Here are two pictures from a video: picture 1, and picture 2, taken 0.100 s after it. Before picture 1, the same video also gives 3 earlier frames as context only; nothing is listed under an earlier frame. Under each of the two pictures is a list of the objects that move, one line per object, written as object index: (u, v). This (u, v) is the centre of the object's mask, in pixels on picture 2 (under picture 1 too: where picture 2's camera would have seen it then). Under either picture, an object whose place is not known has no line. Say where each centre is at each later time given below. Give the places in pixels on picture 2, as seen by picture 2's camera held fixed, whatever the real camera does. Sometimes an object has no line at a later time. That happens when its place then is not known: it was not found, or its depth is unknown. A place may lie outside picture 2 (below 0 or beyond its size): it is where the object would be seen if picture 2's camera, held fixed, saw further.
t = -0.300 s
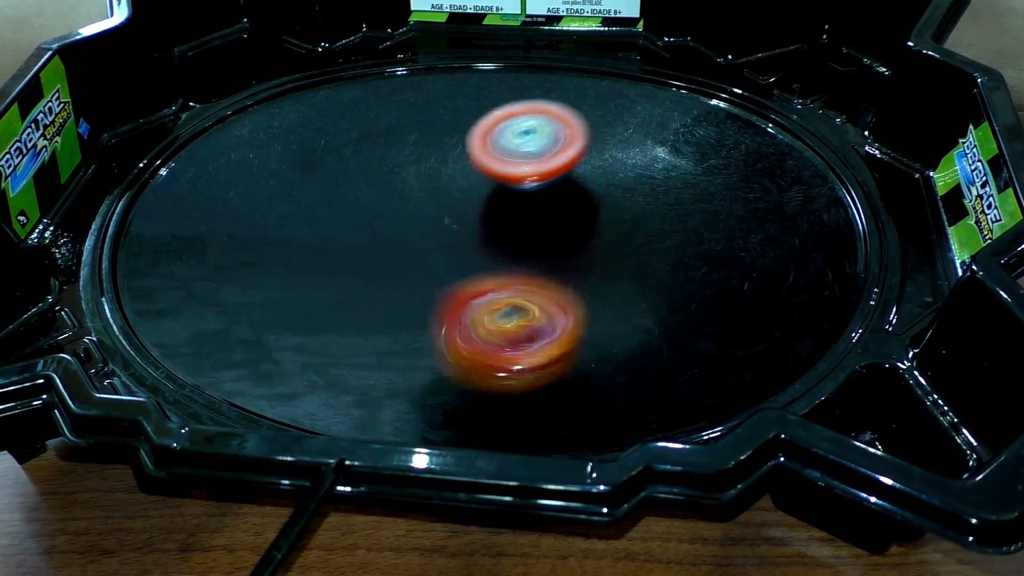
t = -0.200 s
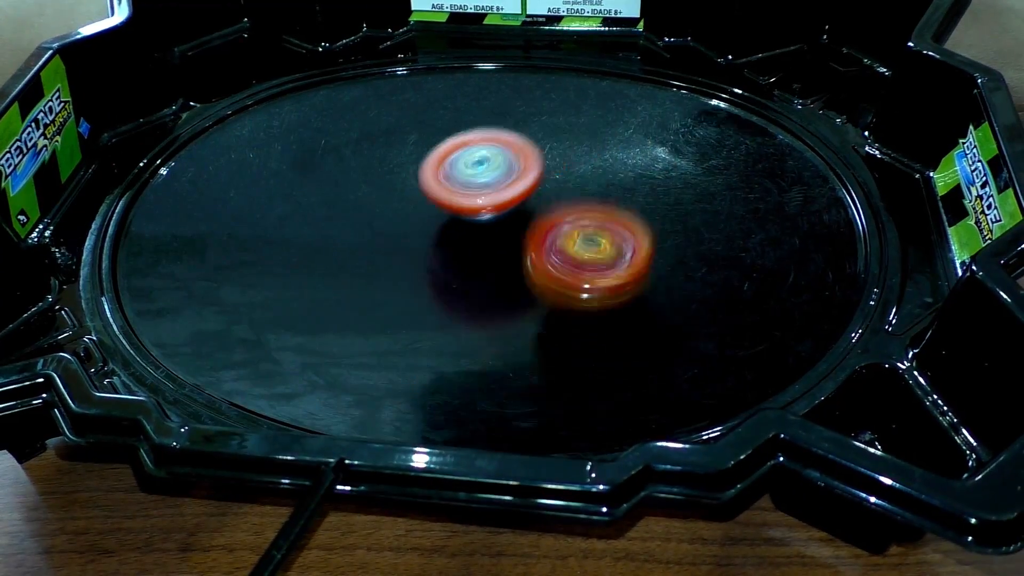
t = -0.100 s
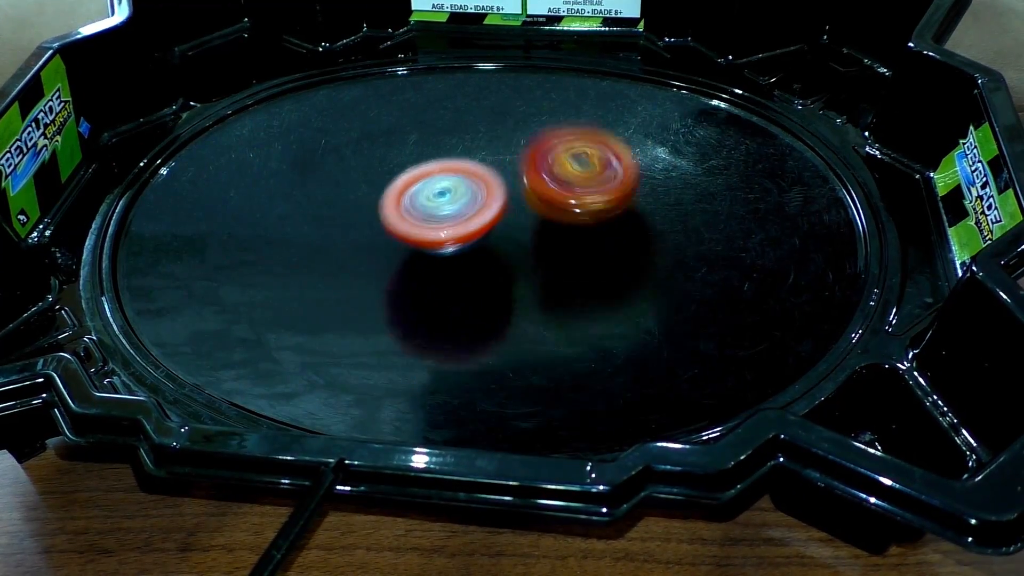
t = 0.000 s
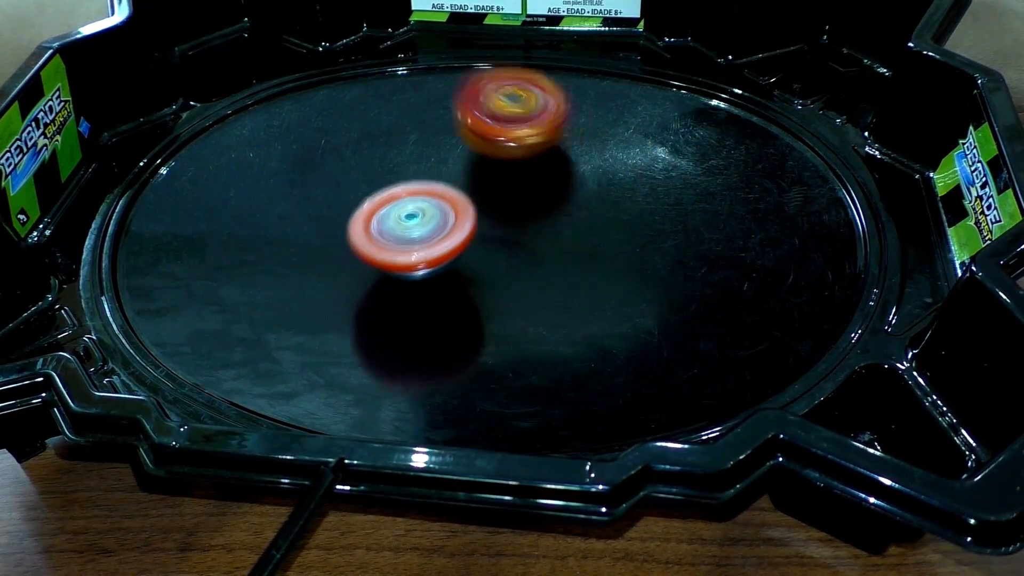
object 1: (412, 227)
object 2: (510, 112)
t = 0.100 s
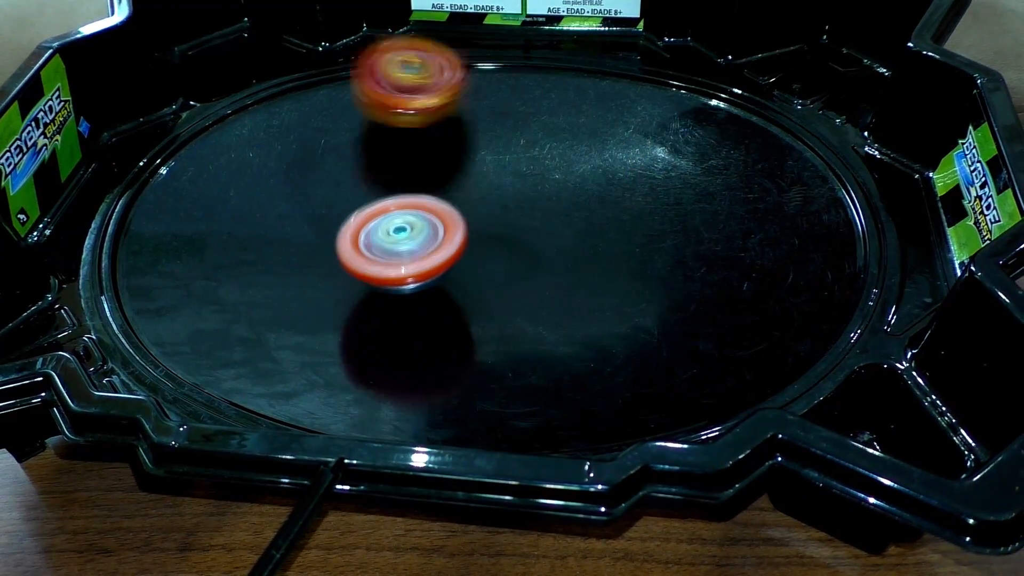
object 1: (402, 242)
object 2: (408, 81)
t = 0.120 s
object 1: (401, 243)
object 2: (386, 79)
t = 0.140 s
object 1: (402, 245)
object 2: (365, 79)
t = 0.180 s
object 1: (404, 246)
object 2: (323, 82)
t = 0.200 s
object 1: (406, 246)
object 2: (303, 86)
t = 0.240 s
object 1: (410, 245)
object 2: (268, 97)
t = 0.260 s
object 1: (413, 244)
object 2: (251, 105)
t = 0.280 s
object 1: (416, 243)
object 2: (235, 113)
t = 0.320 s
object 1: (423, 239)
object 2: (212, 134)
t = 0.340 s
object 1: (427, 236)
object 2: (201, 145)
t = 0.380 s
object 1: (435, 233)
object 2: (188, 176)
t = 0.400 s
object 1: (439, 231)
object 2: (188, 191)
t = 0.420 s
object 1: (443, 229)
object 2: (191, 207)
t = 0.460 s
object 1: (449, 225)
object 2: (206, 239)
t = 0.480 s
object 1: (451, 225)
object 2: (220, 253)
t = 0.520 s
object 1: (453, 225)
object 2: (260, 277)
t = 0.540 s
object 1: (454, 225)
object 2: (283, 286)
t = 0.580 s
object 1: (454, 226)
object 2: (339, 301)
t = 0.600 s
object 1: (454, 226)
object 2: (368, 305)
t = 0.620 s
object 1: (452, 225)
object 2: (397, 308)
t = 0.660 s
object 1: (452, 217)
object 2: (454, 311)
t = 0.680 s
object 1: (452, 214)
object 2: (480, 308)
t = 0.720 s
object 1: (452, 209)
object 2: (533, 297)
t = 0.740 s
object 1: (451, 206)
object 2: (558, 289)
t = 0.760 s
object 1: (449, 203)
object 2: (579, 281)
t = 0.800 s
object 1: (444, 197)
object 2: (618, 258)
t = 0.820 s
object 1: (441, 195)
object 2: (632, 247)
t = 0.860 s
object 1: (436, 191)
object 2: (654, 219)
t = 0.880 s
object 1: (432, 191)
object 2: (661, 205)
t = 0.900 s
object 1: (429, 190)
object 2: (663, 192)
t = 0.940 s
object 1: (422, 191)
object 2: (661, 165)
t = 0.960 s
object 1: (419, 192)
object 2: (656, 153)
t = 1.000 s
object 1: (413, 194)
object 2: (640, 131)
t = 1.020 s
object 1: (411, 196)
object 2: (629, 121)
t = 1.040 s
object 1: (408, 198)
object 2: (615, 113)
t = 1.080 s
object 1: (404, 202)
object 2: (583, 101)
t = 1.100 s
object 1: (403, 205)
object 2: (564, 96)
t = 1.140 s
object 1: (400, 209)
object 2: (525, 93)
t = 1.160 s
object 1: (400, 211)
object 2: (506, 92)
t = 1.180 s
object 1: (400, 213)
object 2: (485, 94)
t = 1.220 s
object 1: (400, 216)
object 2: (447, 101)
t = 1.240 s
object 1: (401, 217)
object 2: (427, 108)
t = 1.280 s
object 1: (403, 219)
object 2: (392, 122)
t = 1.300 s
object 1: (404, 220)
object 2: (376, 131)
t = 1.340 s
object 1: (407, 223)
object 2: (344, 149)
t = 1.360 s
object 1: (412, 230)
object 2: (329, 157)
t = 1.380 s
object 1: (417, 236)
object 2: (314, 163)
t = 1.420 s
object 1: (428, 247)
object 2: (288, 176)
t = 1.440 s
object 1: (433, 250)
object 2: (277, 185)
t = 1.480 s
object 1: (445, 254)
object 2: (265, 204)
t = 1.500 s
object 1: (451, 255)
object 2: (261, 216)
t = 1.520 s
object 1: (456, 255)
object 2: (261, 227)
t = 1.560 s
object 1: (466, 252)
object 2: (271, 249)
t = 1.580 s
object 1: (472, 250)
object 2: (281, 260)
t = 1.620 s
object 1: (482, 243)
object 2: (309, 275)
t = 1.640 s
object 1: (486, 240)
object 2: (327, 282)
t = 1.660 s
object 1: (491, 236)
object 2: (348, 287)
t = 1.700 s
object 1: (498, 229)
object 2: (389, 291)
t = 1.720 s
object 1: (504, 223)
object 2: (407, 293)
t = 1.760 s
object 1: (536, 203)
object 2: (422, 303)
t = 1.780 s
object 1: (552, 192)
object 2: (431, 306)
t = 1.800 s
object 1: (565, 183)
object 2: (442, 308)
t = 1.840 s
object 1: (586, 166)
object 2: (466, 307)
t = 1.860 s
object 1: (593, 160)
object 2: (476, 305)
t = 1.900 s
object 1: (602, 152)
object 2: (494, 295)
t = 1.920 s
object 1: (604, 149)
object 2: (501, 289)
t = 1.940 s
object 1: (605, 148)
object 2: (505, 282)
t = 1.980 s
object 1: (603, 148)
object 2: (507, 267)
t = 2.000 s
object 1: (601, 149)
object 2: (505, 259)
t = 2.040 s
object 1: (594, 152)
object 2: (496, 242)
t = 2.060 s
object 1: (591, 155)
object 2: (487, 234)
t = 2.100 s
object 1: (583, 159)
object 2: (464, 221)
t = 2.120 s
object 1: (579, 161)
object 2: (451, 215)
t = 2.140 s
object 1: (574, 163)
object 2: (439, 209)
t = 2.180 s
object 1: (565, 167)
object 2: (413, 199)
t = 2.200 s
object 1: (561, 169)
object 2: (398, 197)
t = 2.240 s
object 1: (552, 174)
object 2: (368, 195)
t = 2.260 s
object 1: (548, 175)
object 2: (352, 196)
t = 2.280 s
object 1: (544, 177)
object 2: (339, 197)
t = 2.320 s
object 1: (536, 181)
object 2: (311, 203)
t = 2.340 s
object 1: (533, 182)
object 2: (300, 206)
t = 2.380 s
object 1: (526, 185)
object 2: (283, 218)
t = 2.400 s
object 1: (523, 186)
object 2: (277, 224)
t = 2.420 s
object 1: (520, 187)
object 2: (274, 231)
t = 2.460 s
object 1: (515, 190)
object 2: (278, 245)
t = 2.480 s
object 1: (512, 191)
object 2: (284, 250)
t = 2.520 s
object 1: (508, 192)
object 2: (305, 260)
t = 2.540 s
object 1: (505, 193)
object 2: (319, 263)
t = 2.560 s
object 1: (503, 194)
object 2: (334, 264)
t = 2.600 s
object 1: (500, 195)
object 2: (363, 262)
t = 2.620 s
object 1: (499, 195)
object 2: (379, 259)
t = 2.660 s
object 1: (510, 190)
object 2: (387, 254)
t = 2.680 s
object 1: (547, 173)
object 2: (356, 261)
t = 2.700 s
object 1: (583, 156)
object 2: (327, 269)
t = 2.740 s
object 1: (646, 123)
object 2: (278, 281)
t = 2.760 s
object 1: (674, 107)
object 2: (262, 286)
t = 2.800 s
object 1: (723, 80)
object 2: (231, 298)
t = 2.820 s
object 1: (742, 69)
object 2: (215, 303)
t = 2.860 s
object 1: (760, 57)
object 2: (189, 313)
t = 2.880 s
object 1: (767, 60)
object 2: (175, 317)
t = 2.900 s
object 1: (772, 64)
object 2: (172, 317)
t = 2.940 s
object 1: (785, 61)
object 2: (181, 314)
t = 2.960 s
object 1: (789, 62)
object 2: (180, 313)
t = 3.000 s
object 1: (793, 64)
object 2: (173, 312)
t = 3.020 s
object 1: (793, 65)
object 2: (170, 312)
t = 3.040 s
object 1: (792, 66)
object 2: (170, 312)
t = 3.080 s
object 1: (787, 69)
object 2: (174, 309)
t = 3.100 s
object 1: (784, 70)
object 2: (178, 305)
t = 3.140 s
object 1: (777, 72)
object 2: (186, 298)
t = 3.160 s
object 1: (772, 74)
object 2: (191, 292)
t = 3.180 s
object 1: (766, 78)
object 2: (197, 286)
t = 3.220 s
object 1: (745, 91)
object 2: (210, 273)
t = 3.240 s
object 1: (733, 98)
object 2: (216, 267)
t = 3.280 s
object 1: (706, 112)
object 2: (230, 252)
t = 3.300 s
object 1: (692, 119)
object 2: (238, 244)
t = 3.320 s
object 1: (676, 127)
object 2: (244, 236)
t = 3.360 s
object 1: (643, 144)
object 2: (255, 219)
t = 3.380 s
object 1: (626, 152)
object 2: (260, 212)
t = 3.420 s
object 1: (590, 169)
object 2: (267, 195)
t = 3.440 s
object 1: (572, 177)
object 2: (271, 187)
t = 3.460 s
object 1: (554, 185)
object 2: (273, 179)
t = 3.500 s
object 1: (519, 200)
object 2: (279, 164)
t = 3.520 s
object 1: (501, 206)
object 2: (281, 156)
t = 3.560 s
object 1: (469, 218)
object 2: (287, 142)
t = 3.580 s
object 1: (454, 223)
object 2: (288, 137)
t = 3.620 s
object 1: (427, 232)
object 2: (293, 127)
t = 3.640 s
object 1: (415, 236)
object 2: (295, 122)
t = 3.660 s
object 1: (403, 238)
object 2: (298, 118)
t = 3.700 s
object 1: (386, 244)
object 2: (303, 111)
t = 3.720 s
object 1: (380, 247)
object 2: (306, 107)
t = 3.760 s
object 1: (372, 251)
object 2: (313, 103)
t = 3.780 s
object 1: (369, 253)
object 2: (318, 101)
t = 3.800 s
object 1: (368, 255)
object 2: (320, 101)
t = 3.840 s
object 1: (368, 258)
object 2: (329, 101)
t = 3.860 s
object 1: (369, 260)
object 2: (335, 102)
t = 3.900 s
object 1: (372, 262)
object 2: (345, 106)
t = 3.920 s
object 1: (375, 263)
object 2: (351, 108)
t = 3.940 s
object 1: (377, 263)
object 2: (359, 112)
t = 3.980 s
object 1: (382, 263)
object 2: (376, 121)
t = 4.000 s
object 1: (385, 263)
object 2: (385, 124)
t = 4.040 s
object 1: (391, 263)
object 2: (405, 132)
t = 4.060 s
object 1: (395, 263)
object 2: (415, 136)
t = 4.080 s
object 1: (398, 262)
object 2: (428, 140)
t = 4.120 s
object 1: (405, 260)
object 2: (452, 148)
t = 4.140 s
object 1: (408, 260)
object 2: (463, 152)
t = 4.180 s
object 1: (414, 258)
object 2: (487, 158)
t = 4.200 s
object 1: (417, 258)
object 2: (499, 161)
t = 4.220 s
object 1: (420, 257)
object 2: (511, 164)
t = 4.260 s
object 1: (425, 256)
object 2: (536, 170)
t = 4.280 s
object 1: (427, 255)
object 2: (549, 172)
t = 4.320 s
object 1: (431, 253)
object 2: (572, 176)
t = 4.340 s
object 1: (433, 252)
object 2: (583, 178)
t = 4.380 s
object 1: (435, 251)
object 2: (604, 181)
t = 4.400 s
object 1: (436, 250)
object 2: (615, 183)
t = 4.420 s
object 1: (436, 249)
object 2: (625, 184)
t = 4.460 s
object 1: (437, 247)
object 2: (645, 187)
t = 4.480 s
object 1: (436, 246)
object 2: (655, 188)
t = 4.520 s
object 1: (435, 245)
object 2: (672, 189)
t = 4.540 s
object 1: (434, 244)
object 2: (679, 189)
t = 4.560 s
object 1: (432, 243)
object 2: (685, 190)
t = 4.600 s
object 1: (429, 241)
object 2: (697, 190)
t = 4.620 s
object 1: (427, 240)
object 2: (701, 191)
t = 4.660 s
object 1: (423, 239)
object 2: (703, 191)
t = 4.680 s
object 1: (421, 238)
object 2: (703, 192)
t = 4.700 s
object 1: (419, 237)
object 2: (702, 192)
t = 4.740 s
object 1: (415, 235)
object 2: (695, 195)
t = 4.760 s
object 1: (413, 234)
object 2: (689, 197)
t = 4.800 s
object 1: (410, 232)
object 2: (675, 201)
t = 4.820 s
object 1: (408, 231)
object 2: (667, 204)
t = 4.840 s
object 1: (407, 230)
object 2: (660, 207)
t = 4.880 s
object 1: (405, 228)
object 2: (638, 214)
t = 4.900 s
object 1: (403, 227)
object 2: (626, 219)
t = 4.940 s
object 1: (400, 225)
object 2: (600, 229)
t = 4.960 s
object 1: (399, 224)
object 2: (586, 235)
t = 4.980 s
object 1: (397, 223)
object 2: (572, 239)
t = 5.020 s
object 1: (395, 220)
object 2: (545, 251)
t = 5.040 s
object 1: (394, 219)
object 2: (532, 256)
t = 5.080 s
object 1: (391, 217)
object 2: (507, 268)
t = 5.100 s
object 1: (390, 216)
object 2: (496, 273)
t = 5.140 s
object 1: (389, 214)
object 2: (474, 285)
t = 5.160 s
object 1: (388, 214)
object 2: (462, 290)
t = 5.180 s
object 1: (389, 213)
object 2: (450, 294)
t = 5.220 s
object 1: (389, 213)
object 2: (429, 303)
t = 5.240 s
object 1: (390, 212)
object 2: (421, 307)
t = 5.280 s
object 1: (392, 211)
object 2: (403, 313)
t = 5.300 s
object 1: (393, 211)
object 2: (396, 316)
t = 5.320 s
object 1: (394, 210)
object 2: (390, 318)
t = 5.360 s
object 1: (397, 208)
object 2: (380, 320)
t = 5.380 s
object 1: (398, 208)
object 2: (377, 319)
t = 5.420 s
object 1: (401, 206)
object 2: (372, 318)
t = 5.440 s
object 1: (403, 205)
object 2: (370, 316)
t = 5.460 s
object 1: (405, 205)
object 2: (369, 313)
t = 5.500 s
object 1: (409, 203)
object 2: (367, 306)
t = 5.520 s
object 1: (411, 203)
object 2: (365, 300)
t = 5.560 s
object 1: (415, 202)
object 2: (360, 291)
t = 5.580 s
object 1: (417, 202)
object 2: (358, 285)
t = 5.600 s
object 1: (420, 202)
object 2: (353, 279)
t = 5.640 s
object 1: (436, 194)
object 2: (334, 274)
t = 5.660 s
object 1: (448, 189)
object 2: (323, 274)
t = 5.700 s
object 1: (469, 180)
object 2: (301, 271)
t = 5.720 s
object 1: (477, 176)
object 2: (291, 270)
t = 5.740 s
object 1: (484, 173)
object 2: (281, 268)
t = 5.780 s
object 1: (494, 171)
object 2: (264, 264)
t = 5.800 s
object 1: (497, 170)
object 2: (256, 261)
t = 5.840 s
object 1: (500, 170)
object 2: (241, 256)
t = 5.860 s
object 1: (500, 171)
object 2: (237, 253)
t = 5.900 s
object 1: (499, 172)
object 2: (227, 247)
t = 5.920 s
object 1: (499, 173)
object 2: (224, 243)
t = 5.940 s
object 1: (499, 173)
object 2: (223, 240)
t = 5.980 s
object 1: (498, 175)
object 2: (220, 232)
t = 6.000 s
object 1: (498, 176)
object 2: (221, 229)
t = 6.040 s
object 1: (498, 177)
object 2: (224, 222)
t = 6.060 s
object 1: (498, 177)
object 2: (227, 219)
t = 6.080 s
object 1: (499, 178)
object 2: (229, 217)
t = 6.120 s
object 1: (499, 179)
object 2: (241, 210)
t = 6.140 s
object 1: (499, 180)
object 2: (248, 206)
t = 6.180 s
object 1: (500, 180)
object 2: (263, 200)
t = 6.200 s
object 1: (501, 181)
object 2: (272, 195)
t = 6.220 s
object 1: (501, 182)
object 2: (280, 191)
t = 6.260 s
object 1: (502, 183)
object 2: (294, 182)
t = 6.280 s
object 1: (502, 184)
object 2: (302, 178)
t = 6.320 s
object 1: (503, 186)
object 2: (319, 169)
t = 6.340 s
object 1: (503, 187)
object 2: (325, 165)
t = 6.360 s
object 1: (503, 188)
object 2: (332, 162)
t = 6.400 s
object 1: (503, 192)
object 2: (347, 155)
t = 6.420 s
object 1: (502, 193)
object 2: (354, 152)
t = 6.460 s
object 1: (502, 196)
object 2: (368, 147)
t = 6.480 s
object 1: (501, 197)
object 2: (377, 145)
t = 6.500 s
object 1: (501, 198)
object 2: (384, 143)
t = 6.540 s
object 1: (502, 199)
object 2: (402, 140)
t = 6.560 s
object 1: (502, 201)
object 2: (409, 139)
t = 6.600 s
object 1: (503, 202)
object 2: (425, 136)
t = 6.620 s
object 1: (503, 203)
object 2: (434, 135)
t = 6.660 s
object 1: (505, 206)
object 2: (451, 131)
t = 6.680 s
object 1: (505, 210)
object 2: (458, 129)
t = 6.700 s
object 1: (506, 213)
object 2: (464, 127)
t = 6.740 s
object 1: (507, 218)
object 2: (475, 123)
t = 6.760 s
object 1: (506, 220)
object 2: (481, 121)
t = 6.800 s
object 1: (507, 224)
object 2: (493, 119)
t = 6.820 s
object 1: (507, 226)
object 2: (497, 119)
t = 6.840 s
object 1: (507, 228)
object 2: (502, 119)
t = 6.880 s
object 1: (506, 232)
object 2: (510, 122)
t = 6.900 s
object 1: (506, 234)
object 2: (514, 125)
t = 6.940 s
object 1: (505, 237)
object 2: (525, 131)
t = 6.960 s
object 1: (504, 238)
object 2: (529, 135)
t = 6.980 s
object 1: (503, 239)
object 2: (535, 139)
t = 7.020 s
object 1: (501, 240)
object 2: (543, 147)
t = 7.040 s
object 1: (500, 241)
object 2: (547, 153)
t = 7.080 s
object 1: (497, 241)
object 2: (555, 159)
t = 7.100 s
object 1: (496, 242)
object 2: (558, 164)
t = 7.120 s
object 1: (489, 244)
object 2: (566, 166)
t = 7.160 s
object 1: (475, 251)
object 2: (581, 167)
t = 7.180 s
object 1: (468, 252)
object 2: (588, 169)
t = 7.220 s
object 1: (459, 253)
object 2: (603, 168)
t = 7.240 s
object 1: (456, 253)
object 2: (610, 169)
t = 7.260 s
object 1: (454, 252)
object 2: (617, 169)
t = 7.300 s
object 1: (451, 250)
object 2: (628, 171)
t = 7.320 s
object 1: (450, 248)
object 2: (631, 171)
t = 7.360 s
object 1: (449, 244)
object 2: (638, 176)
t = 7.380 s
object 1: (449, 242)
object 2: (640, 177)
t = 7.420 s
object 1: (449, 238)
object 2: (642, 182)
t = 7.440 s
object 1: (449, 236)
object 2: (640, 185)
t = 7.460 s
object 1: (450, 235)
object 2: (639, 188)
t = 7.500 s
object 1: (451, 231)
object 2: (633, 196)
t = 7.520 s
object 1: (452, 229)
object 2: (630, 200)
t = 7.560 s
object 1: (453, 226)
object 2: (621, 209)
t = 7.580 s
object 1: (453, 224)
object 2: (617, 213)
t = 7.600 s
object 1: (453, 222)
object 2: (612, 217)
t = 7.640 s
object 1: (453, 219)
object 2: (602, 227)
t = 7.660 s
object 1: (453, 218)
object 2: (595, 230)
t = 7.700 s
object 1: (454, 215)
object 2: (584, 238)
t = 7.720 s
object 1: (453, 213)
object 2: (576, 242)
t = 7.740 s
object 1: (449, 209)
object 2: (574, 246)
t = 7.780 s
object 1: (439, 199)
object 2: (576, 259)
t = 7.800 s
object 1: (435, 195)
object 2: (577, 264)
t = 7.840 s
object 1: (430, 189)
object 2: (576, 273)
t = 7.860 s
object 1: (429, 187)
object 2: (575, 278)
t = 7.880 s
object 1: (429, 186)
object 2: (572, 281)
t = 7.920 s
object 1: (429, 186)
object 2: (568, 289)
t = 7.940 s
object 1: (429, 185)
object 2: (565, 292)
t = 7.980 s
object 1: (428, 186)
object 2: (557, 297)
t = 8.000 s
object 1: (428, 186)
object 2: (553, 300)
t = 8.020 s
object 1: (428, 186)
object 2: (547, 301)
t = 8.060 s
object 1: (427, 187)
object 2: (536, 304)
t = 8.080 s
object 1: (427, 187)
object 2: (527, 303)
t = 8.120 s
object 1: (427, 187)
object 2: (516, 302)
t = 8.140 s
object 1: (427, 188)
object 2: (509, 301)
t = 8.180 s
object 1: (427, 188)
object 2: (494, 297)
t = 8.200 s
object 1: (427, 189)
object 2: (489, 295)
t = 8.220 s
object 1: (427, 189)
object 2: (482, 292)
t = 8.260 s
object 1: (427, 190)
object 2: (468, 286)
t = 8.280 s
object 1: (427, 190)
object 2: (463, 283)
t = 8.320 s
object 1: (428, 190)
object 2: (450, 276)
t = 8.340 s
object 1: (428, 185)
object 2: (443, 273)
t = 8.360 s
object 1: (429, 184)
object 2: (437, 275)
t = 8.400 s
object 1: (432, 178)
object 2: (425, 274)
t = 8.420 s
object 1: (433, 177)
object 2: (420, 274)
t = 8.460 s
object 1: (436, 176)
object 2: (406, 272)
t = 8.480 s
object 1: (436, 176)
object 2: (401, 270)
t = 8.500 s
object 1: (436, 177)
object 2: (394, 269)
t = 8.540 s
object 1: (436, 179)
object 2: (380, 265)
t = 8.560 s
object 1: (437, 179)
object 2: (375, 262)
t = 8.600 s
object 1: (450, 171)
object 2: (349, 269)
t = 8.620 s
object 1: (458, 169)
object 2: (339, 270)
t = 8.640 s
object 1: (465, 165)
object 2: (325, 271)
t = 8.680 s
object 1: (474, 163)
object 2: (303, 272)
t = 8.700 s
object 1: (477, 162)
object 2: (295, 272)
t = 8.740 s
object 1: (480, 163)
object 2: (278, 272)
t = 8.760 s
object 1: (480, 163)
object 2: (271, 270)
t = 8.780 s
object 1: (481, 164)
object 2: (267, 269)
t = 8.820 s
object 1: (482, 165)
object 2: (259, 266)
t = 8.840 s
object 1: (483, 166)
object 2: (255, 264)
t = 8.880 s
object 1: (483, 168)
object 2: (249, 257)
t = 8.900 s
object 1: (484, 171)
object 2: (248, 255)
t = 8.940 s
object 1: (484, 175)
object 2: (248, 247)
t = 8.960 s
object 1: (484, 176)
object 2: (251, 243)
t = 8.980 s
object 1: (484, 179)
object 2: (253, 239)
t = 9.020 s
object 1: (482, 184)
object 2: (260, 233)
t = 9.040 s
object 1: (482, 187)
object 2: (264, 228)
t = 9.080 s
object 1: (479, 191)
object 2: (275, 221)
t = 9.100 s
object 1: (478, 194)
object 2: (283, 217)
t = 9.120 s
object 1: (477, 196)
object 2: (290, 213)
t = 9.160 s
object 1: (474, 199)
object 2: (308, 206)
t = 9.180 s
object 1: (473, 201)
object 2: (320, 201)
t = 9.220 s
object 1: (470, 204)
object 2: (341, 193)
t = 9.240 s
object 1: (475, 208)
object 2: (343, 187)
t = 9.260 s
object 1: (497, 216)
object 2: (335, 174)
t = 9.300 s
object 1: (541, 232)
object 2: (319, 149)
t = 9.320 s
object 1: (560, 238)
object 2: (312, 138)
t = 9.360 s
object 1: (593, 248)
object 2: (309, 121)
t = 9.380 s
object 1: (607, 252)
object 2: (309, 114)
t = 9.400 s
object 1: (618, 255)
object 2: (307, 108)
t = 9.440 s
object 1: (632, 259)
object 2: (314, 100)
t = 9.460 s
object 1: (634, 260)
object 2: (316, 96)
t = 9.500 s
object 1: (633, 261)
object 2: (323, 93)
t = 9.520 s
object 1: (632, 259)
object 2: (329, 90)
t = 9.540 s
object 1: (630, 258)
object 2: (335, 91)
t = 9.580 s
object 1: (624, 257)
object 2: (346, 92)
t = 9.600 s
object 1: (621, 254)
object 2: (353, 95)
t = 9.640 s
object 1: (614, 251)
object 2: (366, 101)
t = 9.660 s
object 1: (611, 252)
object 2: (372, 107)
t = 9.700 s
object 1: (605, 249)
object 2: (383, 119)
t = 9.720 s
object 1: (602, 247)
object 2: (387, 127)
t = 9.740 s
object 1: (600, 249)
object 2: (392, 134)
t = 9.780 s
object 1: (595, 247)
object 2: (403, 151)
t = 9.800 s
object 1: (592, 246)
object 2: (409, 160)
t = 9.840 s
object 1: (587, 243)
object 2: (424, 179)
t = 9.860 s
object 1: (584, 242)
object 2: (432, 190)
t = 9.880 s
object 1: (581, 240)
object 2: (441, 196)
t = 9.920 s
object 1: (577, 237)
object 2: (458, 217)
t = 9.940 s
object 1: (585, 239)
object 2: (459, 219)
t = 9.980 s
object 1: (609, 248)
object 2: (447, 220)
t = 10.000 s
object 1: (618, 254)
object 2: (442, 219)
